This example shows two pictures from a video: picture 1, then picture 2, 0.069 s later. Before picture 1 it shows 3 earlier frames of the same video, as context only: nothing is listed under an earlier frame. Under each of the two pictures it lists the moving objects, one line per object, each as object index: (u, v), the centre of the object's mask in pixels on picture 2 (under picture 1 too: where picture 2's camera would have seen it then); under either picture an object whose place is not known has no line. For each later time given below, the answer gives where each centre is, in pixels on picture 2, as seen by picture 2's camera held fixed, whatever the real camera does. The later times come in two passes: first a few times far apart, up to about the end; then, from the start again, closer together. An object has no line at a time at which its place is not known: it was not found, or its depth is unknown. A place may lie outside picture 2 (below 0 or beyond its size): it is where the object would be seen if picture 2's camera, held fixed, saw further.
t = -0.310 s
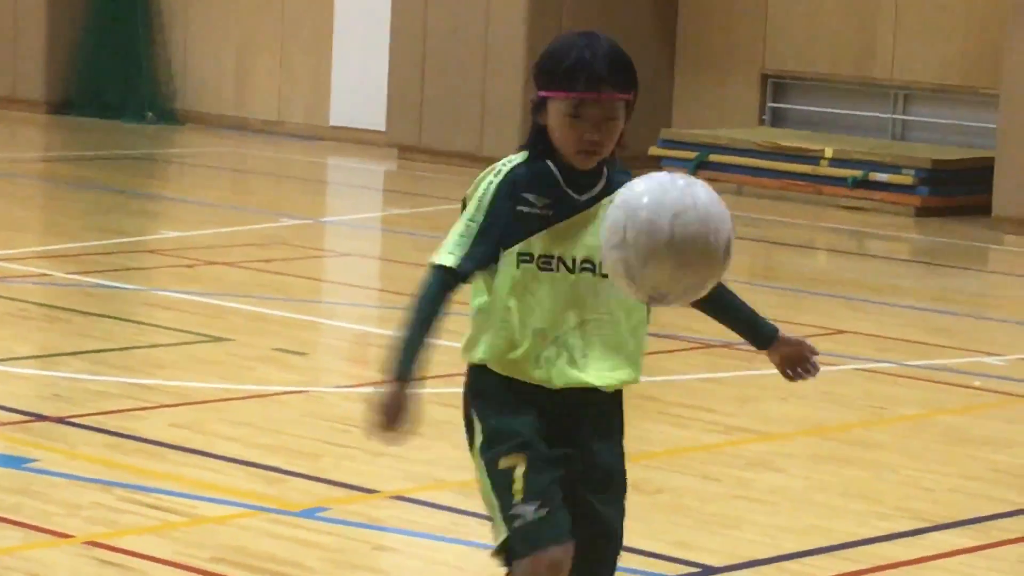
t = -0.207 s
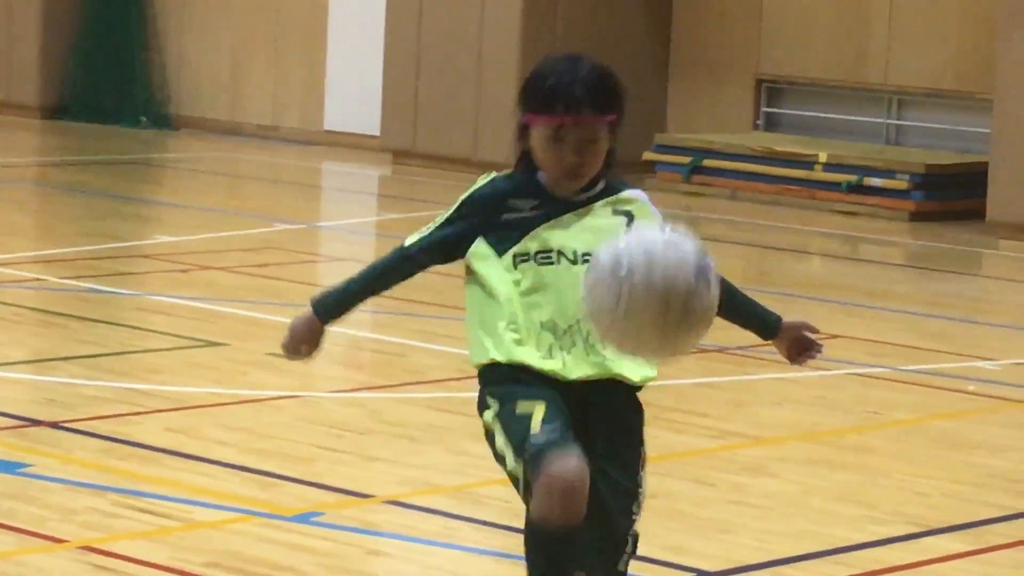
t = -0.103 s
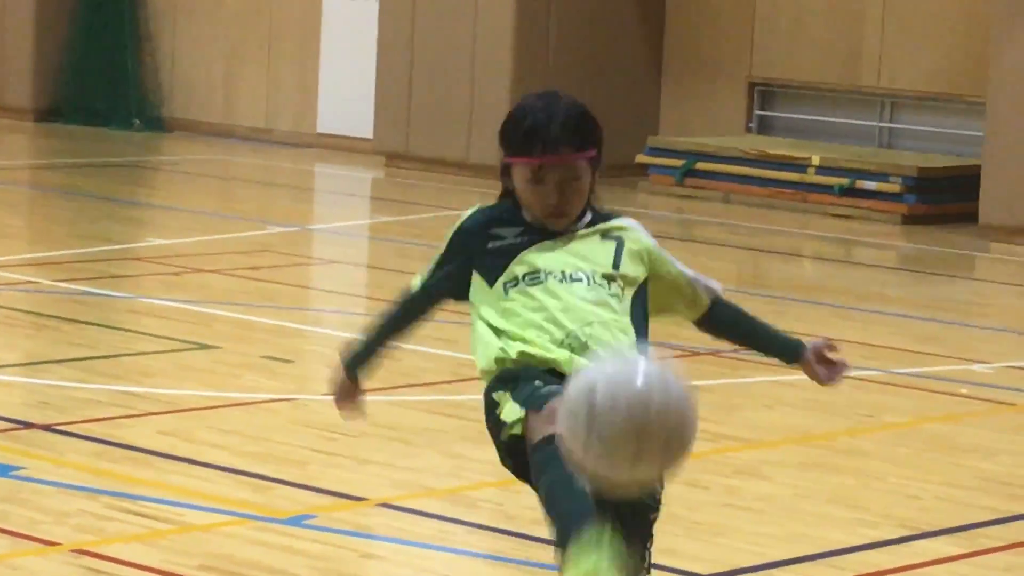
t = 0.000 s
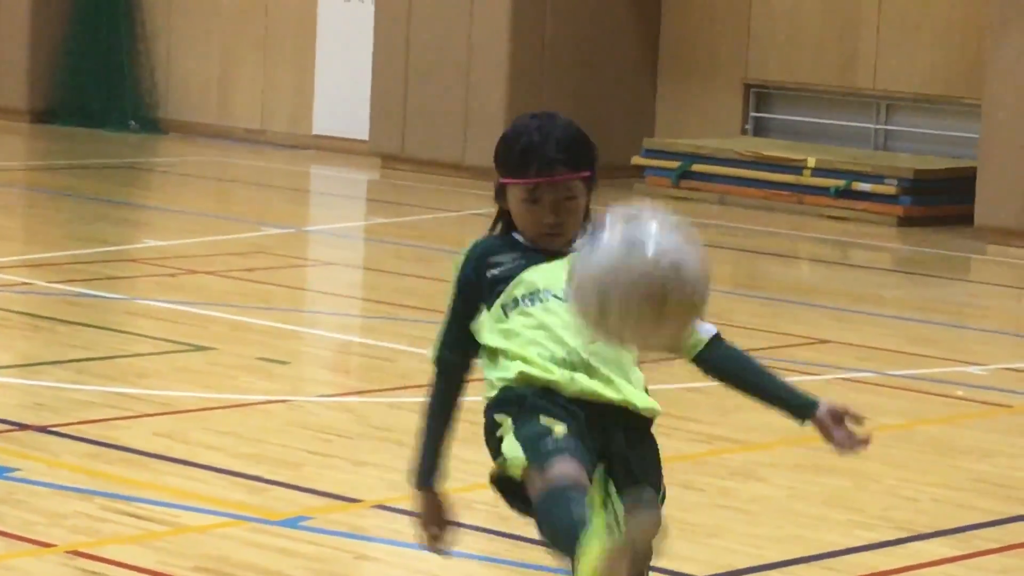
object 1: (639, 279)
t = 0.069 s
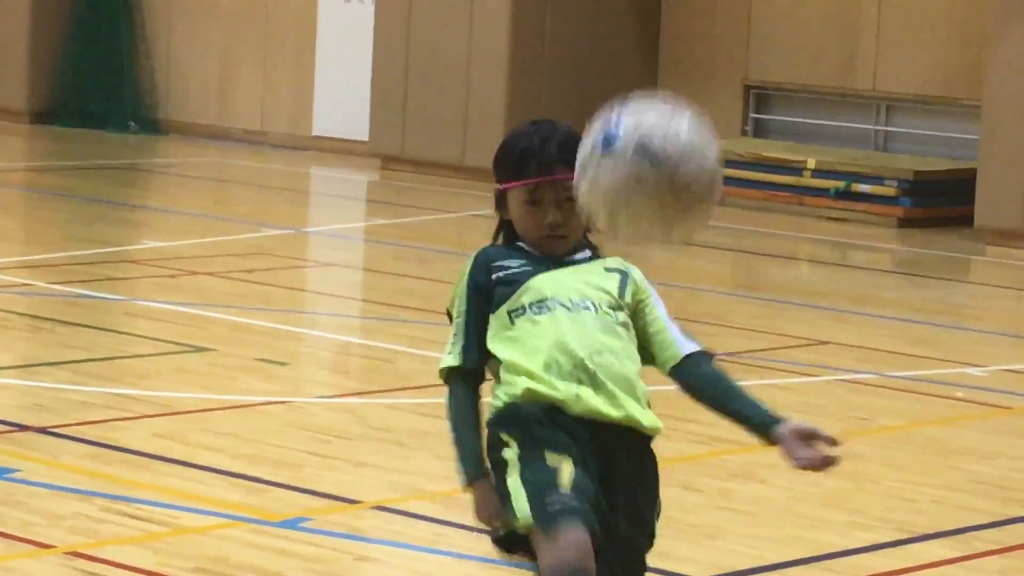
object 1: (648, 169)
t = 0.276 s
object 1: (675, 44)
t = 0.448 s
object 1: (682, 156)
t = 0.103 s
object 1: (654, 120)
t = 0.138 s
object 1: (661, 63)
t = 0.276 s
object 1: (675, 44)
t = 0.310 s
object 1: (678, 50)
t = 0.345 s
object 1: (677, 59)
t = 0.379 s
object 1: (680, 80)
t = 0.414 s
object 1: (683, 112)
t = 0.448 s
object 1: (682, 156)
